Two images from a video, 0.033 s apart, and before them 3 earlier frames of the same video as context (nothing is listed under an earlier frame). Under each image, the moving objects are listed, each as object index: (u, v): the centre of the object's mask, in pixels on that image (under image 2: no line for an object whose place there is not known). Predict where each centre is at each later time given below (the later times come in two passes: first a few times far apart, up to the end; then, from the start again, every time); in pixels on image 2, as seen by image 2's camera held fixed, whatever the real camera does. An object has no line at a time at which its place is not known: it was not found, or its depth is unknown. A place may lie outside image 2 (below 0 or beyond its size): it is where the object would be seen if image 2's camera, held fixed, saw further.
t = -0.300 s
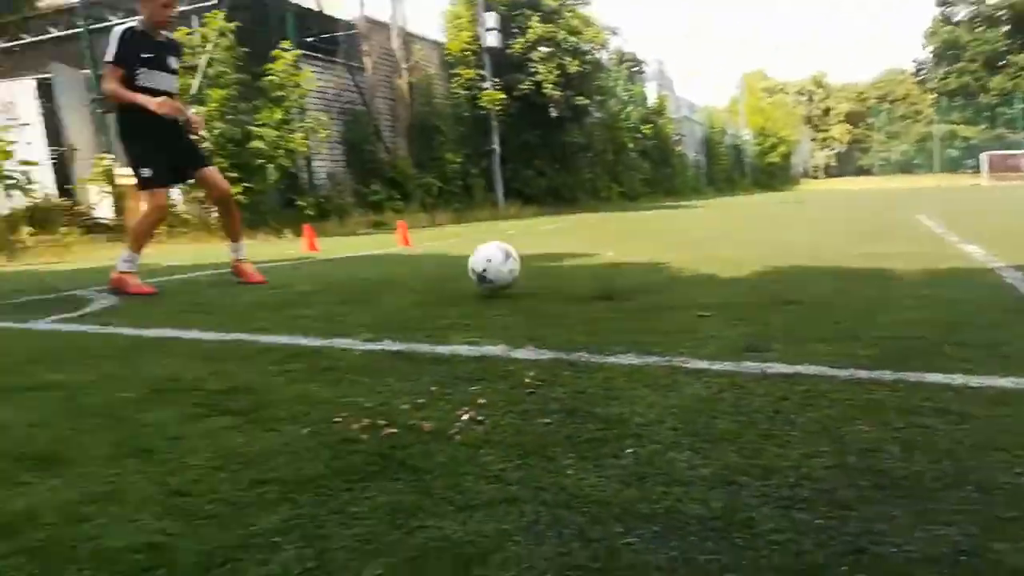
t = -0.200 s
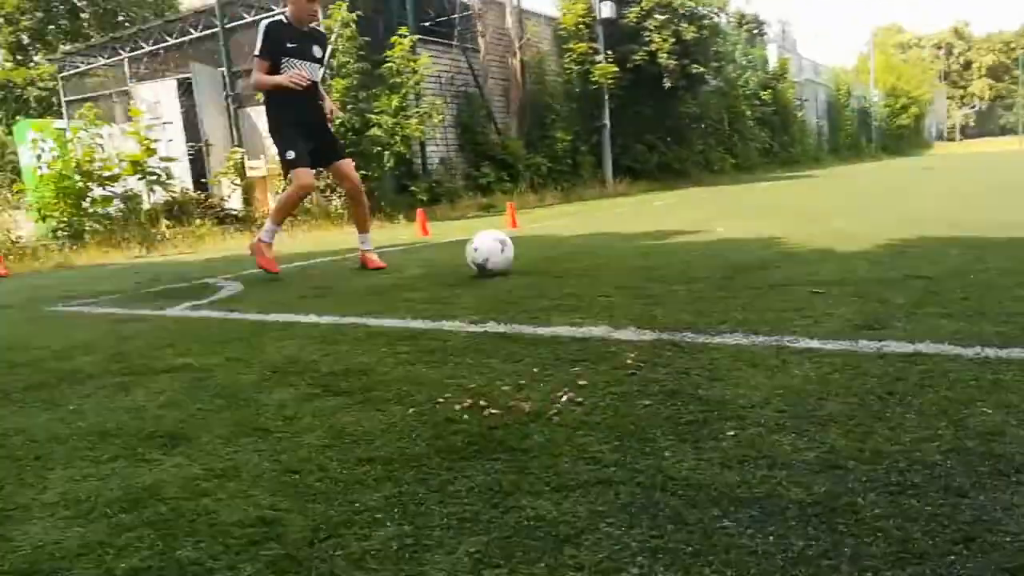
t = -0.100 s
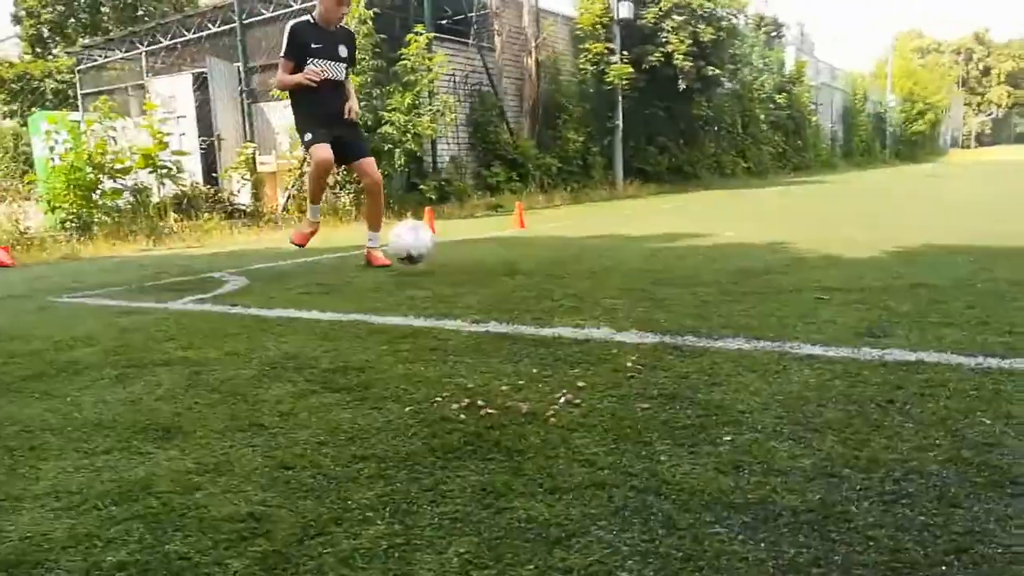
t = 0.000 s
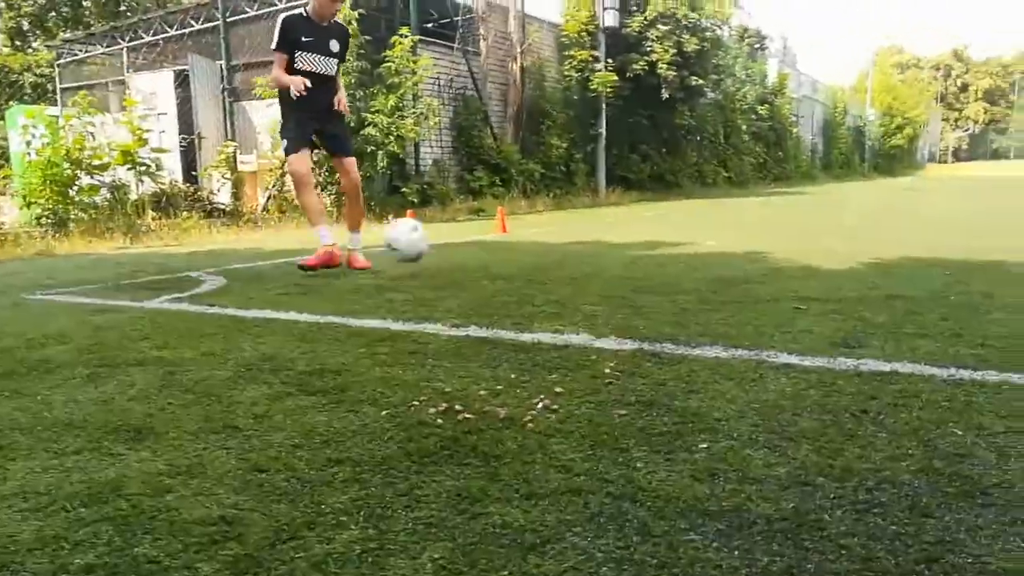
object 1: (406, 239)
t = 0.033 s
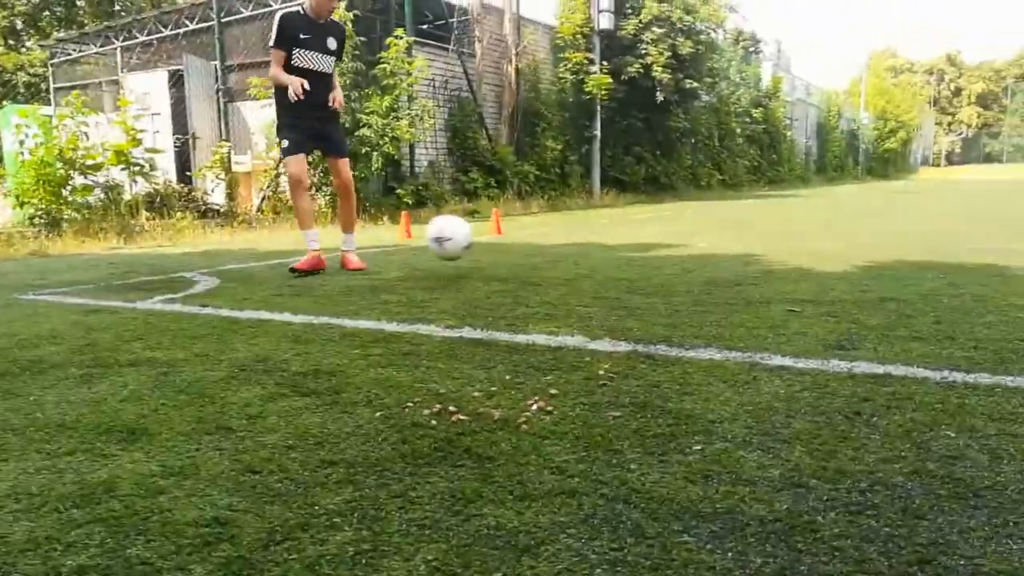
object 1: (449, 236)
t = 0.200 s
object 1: (724, 253)
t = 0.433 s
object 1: (1117, 258)
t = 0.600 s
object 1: (1358, 248)
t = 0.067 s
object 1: (498, 235)
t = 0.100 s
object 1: (552, 235)
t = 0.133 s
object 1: (606, 238)
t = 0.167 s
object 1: (663, 244)
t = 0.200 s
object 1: (724, 253)
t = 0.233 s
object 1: (783, 258)
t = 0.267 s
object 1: (834, 252)
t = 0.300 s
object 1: (887, 248)
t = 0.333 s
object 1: (942, 246)
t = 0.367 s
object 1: (999, 246)
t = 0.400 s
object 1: (1058, 250)
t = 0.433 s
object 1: (1117, 258)
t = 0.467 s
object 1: (1169, 260)
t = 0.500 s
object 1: (1216, 252)
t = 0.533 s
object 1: (1262, 248)
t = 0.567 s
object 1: (1309, 247)
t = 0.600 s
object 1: (1358, 248)
